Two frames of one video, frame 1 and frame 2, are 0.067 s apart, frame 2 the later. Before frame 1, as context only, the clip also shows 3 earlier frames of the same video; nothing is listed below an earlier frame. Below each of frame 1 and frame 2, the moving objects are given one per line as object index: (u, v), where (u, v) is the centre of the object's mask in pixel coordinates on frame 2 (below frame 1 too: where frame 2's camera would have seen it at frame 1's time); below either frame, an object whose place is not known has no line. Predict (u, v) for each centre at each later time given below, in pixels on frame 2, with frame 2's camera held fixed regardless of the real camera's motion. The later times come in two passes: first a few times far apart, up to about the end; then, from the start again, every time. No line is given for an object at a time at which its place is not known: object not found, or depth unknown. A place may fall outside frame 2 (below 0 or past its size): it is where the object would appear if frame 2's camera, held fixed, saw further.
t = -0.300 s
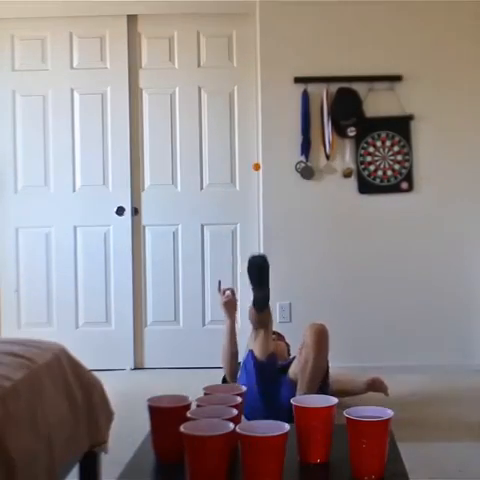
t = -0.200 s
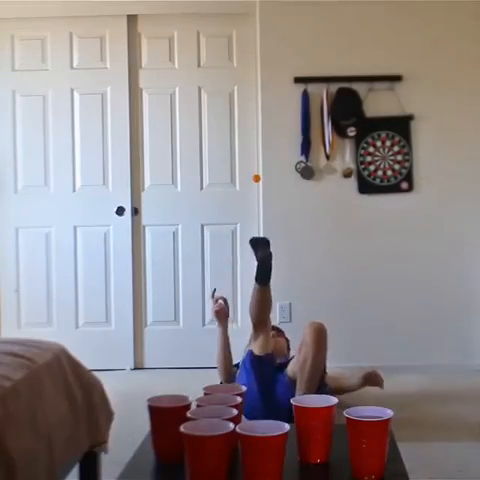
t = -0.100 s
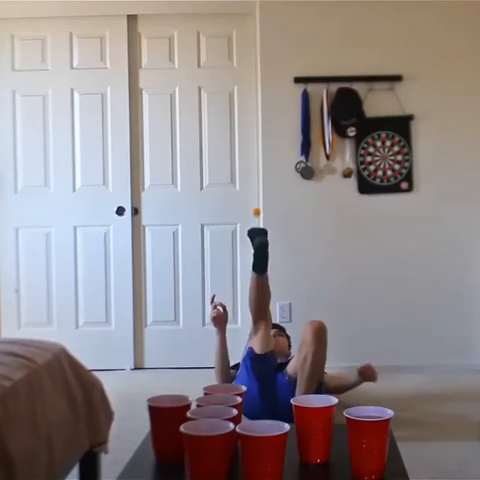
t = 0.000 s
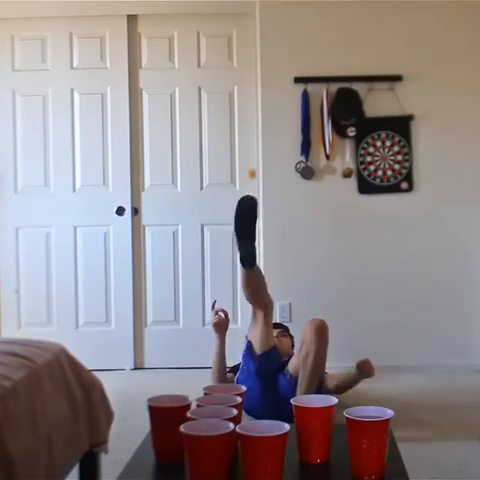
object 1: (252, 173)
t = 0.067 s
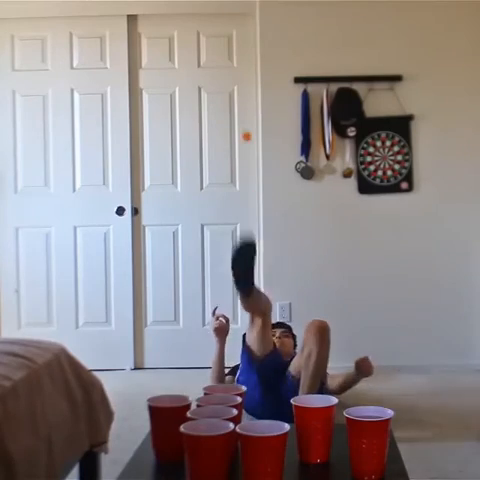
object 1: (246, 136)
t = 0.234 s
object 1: (229, 75)
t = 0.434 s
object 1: (203, 97)
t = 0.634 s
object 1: (164, 330)
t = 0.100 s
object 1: (243, 120)
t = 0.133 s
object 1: (240, 105)
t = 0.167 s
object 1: (237, 93)
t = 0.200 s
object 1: (233, 83)
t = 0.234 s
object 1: (229, 75)
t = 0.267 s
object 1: (225, 70)
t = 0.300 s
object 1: (221, 68)
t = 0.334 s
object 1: (216, 69)
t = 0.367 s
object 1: (212, 74)
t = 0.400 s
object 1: (208, 83)
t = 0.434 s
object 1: (203, 97)
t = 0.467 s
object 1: (198, 117)
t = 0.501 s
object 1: (192, 142)
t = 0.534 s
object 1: (186, 175)
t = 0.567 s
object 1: (180, 215)
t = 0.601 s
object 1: (171, 267)
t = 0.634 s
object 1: (164, 330)
